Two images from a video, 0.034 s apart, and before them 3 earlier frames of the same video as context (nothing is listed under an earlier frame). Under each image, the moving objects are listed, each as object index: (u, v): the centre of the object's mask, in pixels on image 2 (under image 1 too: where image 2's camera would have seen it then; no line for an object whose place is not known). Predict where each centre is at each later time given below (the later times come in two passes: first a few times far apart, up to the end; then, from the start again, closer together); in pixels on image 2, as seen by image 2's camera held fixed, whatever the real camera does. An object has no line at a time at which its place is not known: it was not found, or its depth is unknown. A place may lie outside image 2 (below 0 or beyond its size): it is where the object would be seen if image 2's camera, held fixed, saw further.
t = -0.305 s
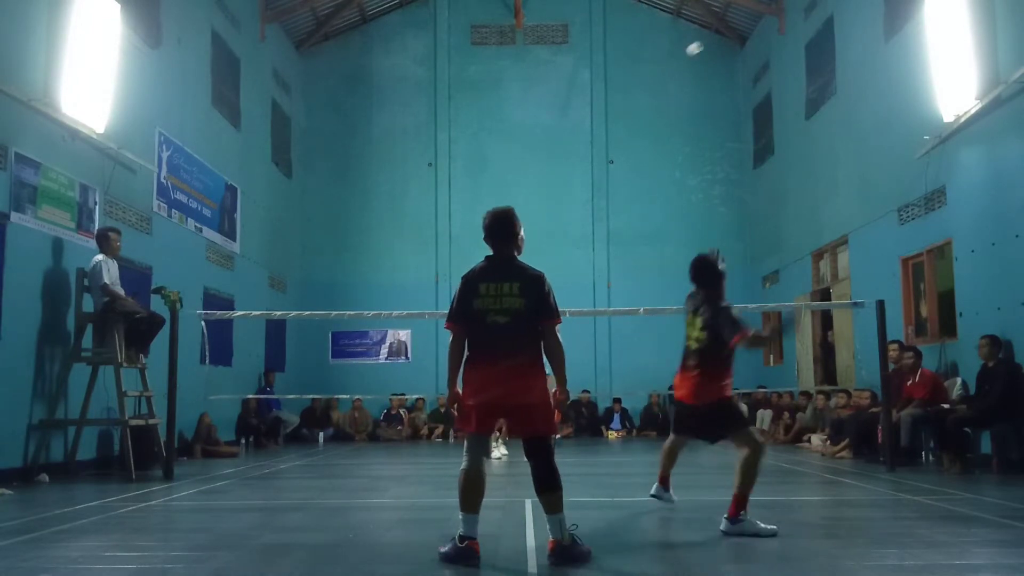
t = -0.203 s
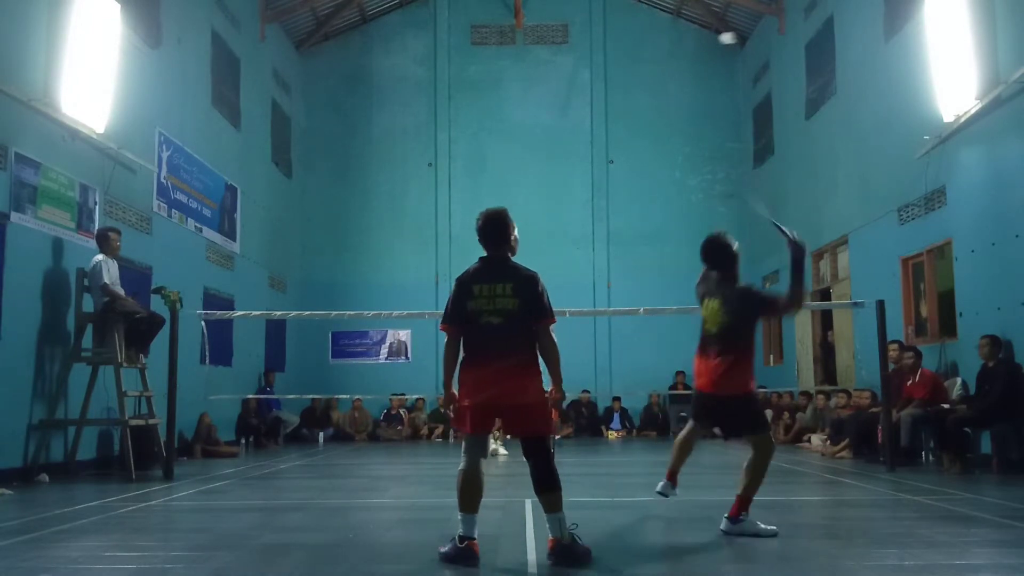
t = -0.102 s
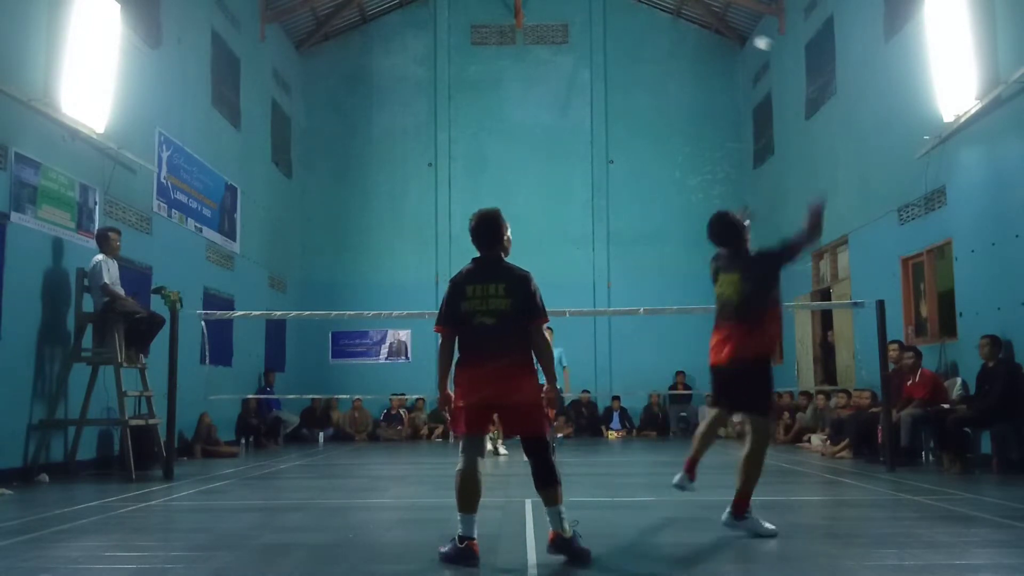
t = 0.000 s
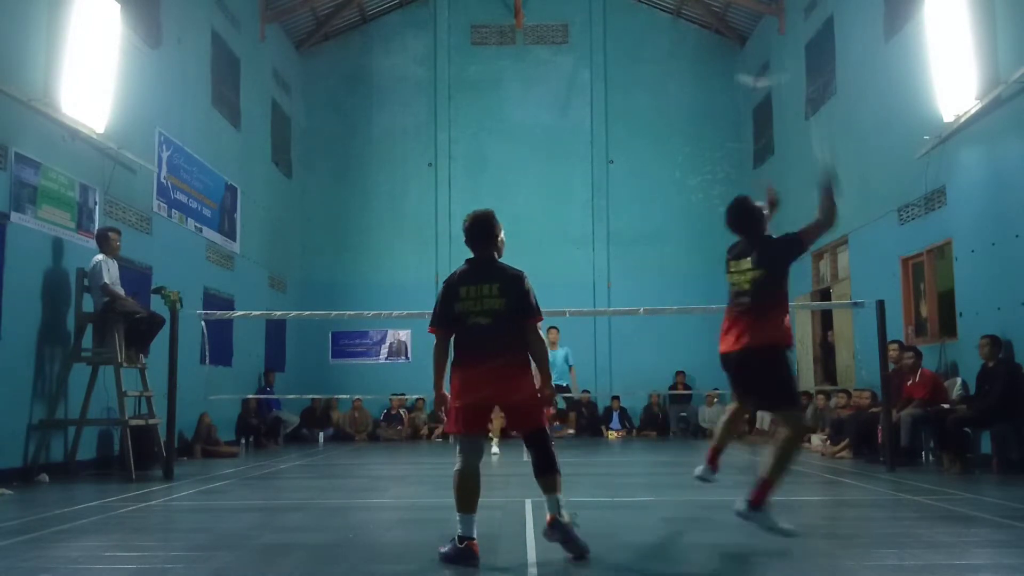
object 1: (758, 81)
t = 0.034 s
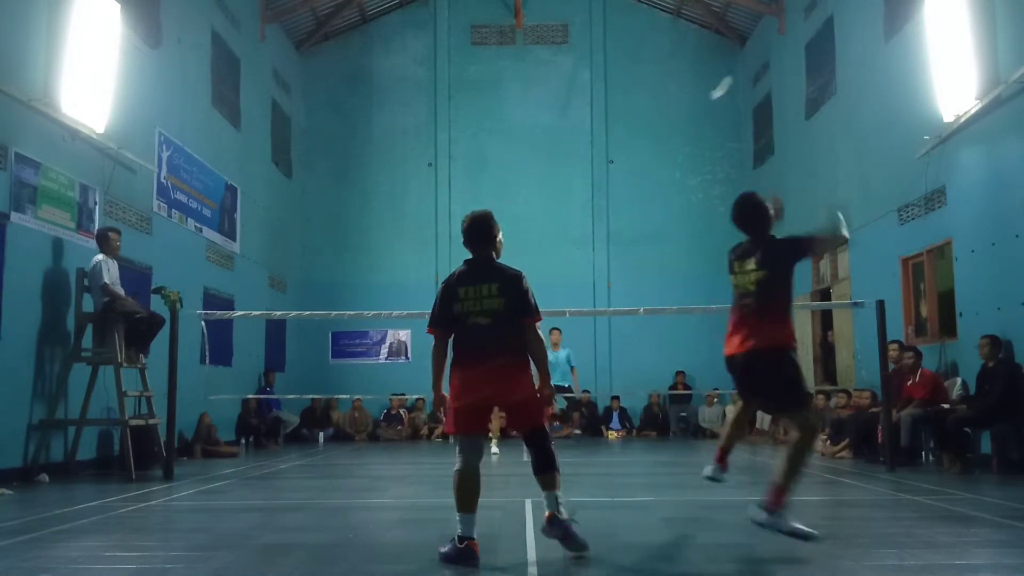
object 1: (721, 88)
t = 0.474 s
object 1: (648, 173)
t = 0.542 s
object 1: (646, 186)
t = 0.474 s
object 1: (648, 173)
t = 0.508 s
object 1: (647, 179)
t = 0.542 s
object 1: (646, 186)
